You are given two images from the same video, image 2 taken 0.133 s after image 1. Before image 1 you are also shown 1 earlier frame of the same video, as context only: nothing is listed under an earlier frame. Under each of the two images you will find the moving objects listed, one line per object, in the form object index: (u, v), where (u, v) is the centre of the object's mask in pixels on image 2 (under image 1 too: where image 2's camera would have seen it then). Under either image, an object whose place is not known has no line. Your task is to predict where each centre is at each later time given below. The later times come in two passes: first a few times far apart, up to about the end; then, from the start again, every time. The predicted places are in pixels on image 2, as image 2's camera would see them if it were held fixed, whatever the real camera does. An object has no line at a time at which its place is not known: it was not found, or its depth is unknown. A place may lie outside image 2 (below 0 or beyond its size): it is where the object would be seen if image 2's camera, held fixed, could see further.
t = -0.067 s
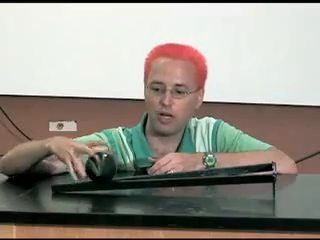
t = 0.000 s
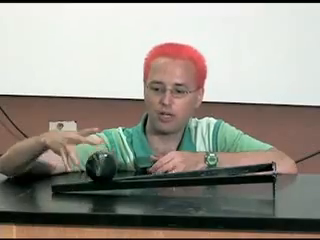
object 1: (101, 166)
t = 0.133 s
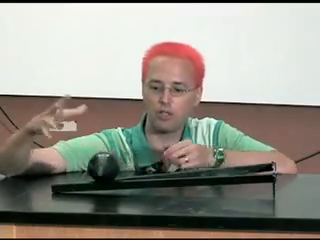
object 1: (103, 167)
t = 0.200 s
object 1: (105, 167)
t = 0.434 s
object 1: (116, 166)
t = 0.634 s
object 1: (127, 167)
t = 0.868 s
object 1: (142, 167)
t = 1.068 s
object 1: (155, 167)
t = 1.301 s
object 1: (170, 166)
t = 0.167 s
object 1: (104, 166)
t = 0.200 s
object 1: (105, 167)
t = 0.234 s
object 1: (106, 167)
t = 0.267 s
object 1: (108, 167)
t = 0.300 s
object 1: (109, 166)
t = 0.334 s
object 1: (111, 167)
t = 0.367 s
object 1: (112, 166)
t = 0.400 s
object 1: (114, 166)
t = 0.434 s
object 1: (116, 166)
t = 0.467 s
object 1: (118, 166)
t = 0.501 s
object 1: (119, 166)
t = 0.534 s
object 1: (121, 166)
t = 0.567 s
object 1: (123, 166)
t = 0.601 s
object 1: (124, 166)
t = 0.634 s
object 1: (127, 167)
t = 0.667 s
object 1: (129, 167)
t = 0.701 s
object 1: (131, 167)
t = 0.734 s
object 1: (134, 167)
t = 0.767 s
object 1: (136, 167)
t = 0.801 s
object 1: (138, 167)
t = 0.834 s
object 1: (140, 167)
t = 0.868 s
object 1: (142, 167)
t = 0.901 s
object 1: (144, 167)
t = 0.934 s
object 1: (146, 166)
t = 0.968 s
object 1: (149, 167)
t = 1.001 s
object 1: (151, 167)
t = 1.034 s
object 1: (153, 167)
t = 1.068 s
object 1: (155, 167)
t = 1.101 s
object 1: (157, 167)
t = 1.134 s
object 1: (160, 167)
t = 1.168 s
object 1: (162, 167)
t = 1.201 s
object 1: (164, 167)
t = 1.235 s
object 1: (166, 166)
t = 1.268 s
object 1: (168, 166)
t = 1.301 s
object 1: (170, 166)
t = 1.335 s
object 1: (172, 166)
